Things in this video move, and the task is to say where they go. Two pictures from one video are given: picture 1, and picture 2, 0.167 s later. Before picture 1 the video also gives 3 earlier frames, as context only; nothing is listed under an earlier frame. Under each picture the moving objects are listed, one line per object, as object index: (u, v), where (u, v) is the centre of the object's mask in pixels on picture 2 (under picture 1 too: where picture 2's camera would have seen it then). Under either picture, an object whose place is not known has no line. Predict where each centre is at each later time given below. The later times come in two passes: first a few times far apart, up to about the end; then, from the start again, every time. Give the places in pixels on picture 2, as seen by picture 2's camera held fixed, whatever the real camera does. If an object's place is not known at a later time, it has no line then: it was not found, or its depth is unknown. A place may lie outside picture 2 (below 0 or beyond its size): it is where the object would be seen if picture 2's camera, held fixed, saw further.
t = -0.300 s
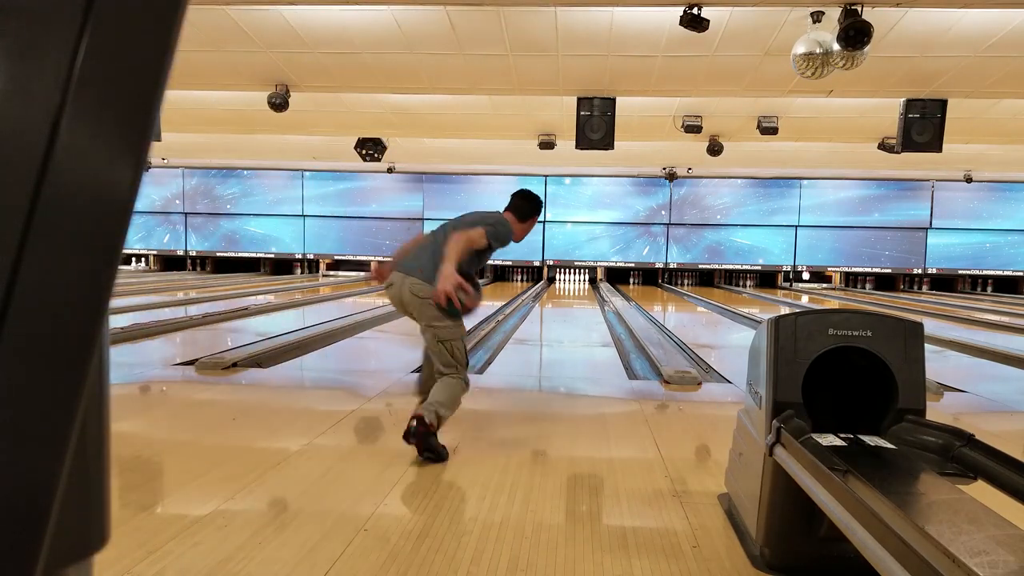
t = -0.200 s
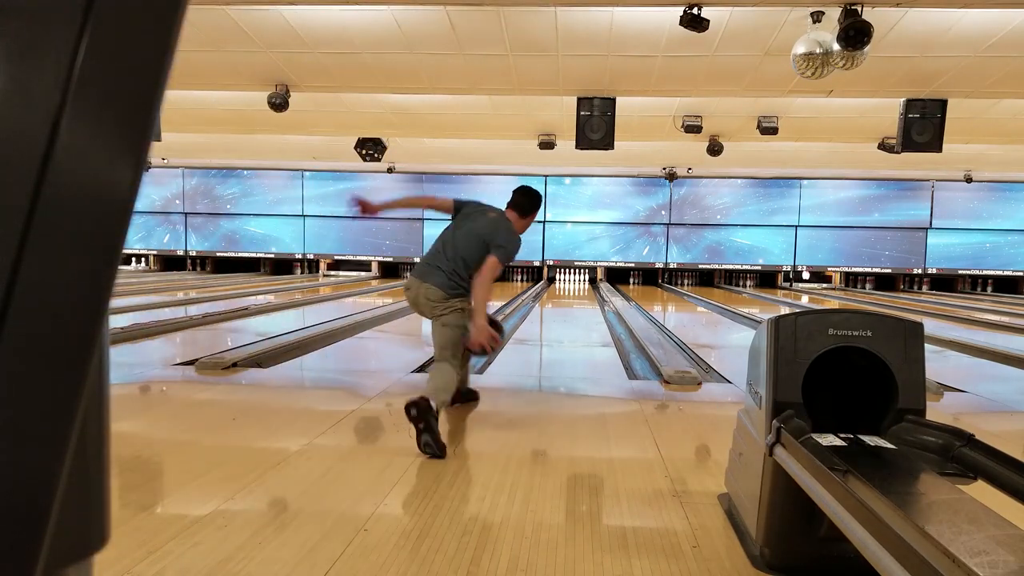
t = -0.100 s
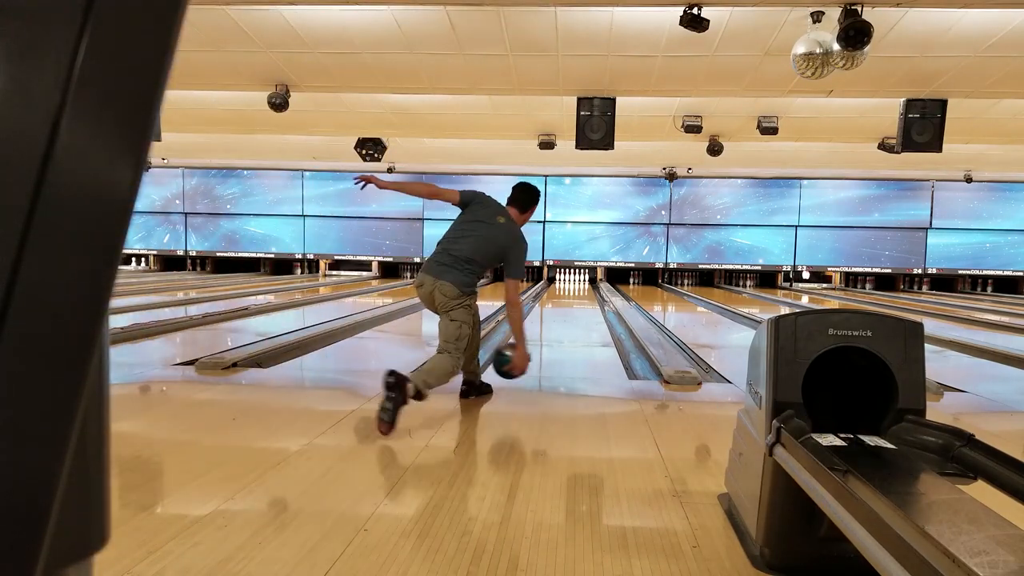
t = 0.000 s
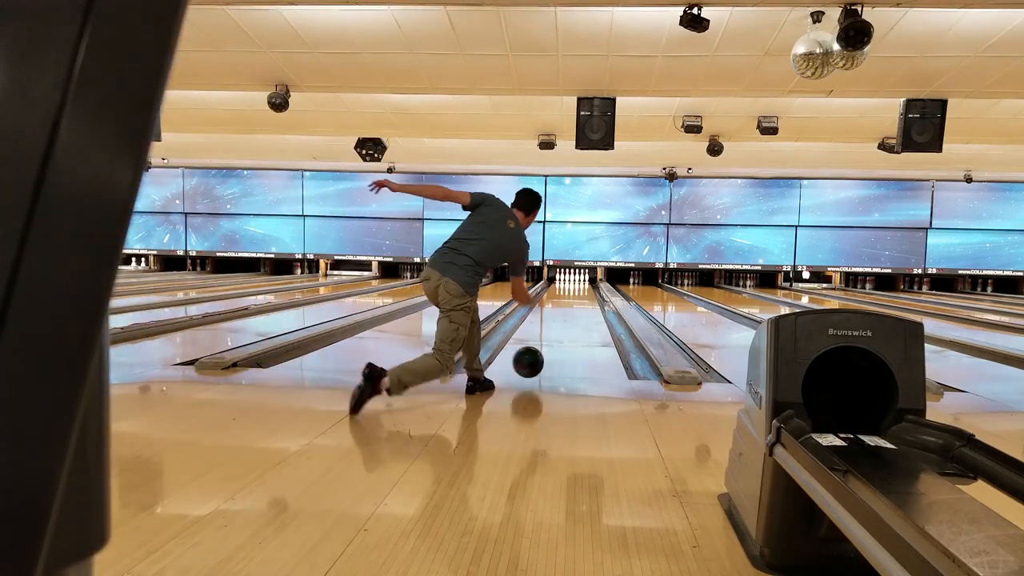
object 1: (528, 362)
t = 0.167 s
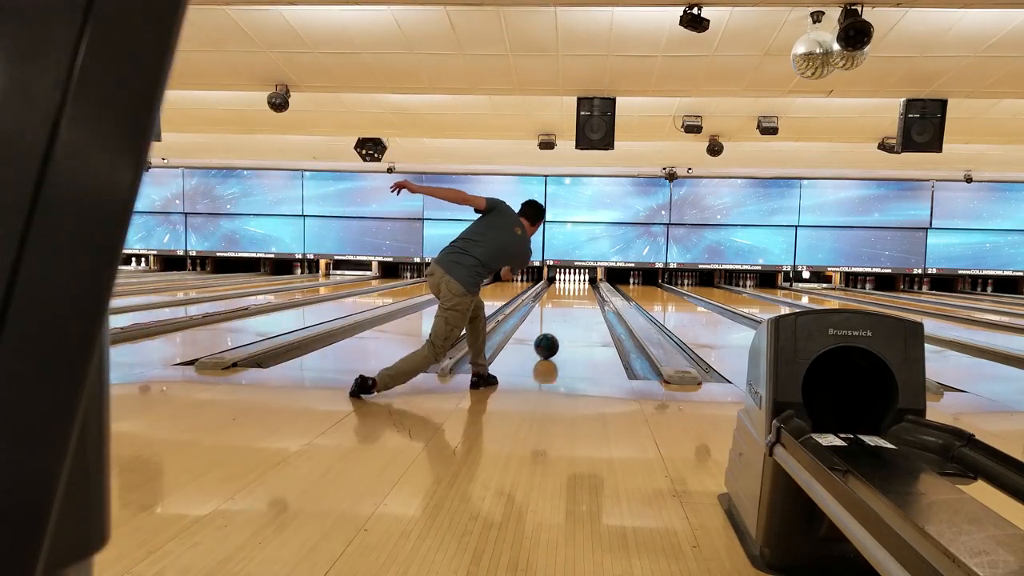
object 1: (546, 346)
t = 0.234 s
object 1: (551, 339)
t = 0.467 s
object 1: (565, 321)
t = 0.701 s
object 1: (573, 309)
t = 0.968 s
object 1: (579, 301)
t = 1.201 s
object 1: (582, 294)
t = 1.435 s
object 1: (584, 290)
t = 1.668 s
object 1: (583, 287)
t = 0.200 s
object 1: (549, 342)
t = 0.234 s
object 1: (551, 339)
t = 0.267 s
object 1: (554, 335)
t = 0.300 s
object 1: (556, 333)
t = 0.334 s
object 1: (558, 330)
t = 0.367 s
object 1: (560, 327)
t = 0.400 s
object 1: (561, 325)
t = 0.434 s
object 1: (563, 323)
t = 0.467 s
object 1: (565, 321)
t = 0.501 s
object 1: (566, 319)
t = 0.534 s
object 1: (567, 317)
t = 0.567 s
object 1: (568, 315)
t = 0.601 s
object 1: (570, 314)
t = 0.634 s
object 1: (571, 312)
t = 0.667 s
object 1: (572, 311)
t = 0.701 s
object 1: (573, 309)
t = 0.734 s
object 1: (574, 308)
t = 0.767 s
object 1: (575, 307)
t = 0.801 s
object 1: (576, 306)
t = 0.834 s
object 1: (576, 304)
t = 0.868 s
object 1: (577, 303)
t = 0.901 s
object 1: (577, 302)
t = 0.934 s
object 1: (578, 301)
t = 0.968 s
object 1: (579, 301)
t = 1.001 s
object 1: (580, 299)
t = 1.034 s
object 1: (580, 298)
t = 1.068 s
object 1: (581, 297)
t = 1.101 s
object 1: (581, 297)
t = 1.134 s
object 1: (581, 296)
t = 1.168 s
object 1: (582, 295)
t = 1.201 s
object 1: (582, 294)
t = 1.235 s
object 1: (583, 293)
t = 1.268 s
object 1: (583, 293)
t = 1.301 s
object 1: (583, 292)
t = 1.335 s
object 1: (584, 291)
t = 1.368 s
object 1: (583, 291)
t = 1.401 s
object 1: (583, 290)
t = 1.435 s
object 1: (584, 290)
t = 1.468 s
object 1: (583, 289)
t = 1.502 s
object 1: (583, 289)
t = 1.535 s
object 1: (583, 289)
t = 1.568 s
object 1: (584, 288)
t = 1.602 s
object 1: (583, 287)
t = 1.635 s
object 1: (583, 287)
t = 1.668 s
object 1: (583, 287)
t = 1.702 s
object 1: (583, 286)
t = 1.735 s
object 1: (582, 286)
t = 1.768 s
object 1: (582, 285)
